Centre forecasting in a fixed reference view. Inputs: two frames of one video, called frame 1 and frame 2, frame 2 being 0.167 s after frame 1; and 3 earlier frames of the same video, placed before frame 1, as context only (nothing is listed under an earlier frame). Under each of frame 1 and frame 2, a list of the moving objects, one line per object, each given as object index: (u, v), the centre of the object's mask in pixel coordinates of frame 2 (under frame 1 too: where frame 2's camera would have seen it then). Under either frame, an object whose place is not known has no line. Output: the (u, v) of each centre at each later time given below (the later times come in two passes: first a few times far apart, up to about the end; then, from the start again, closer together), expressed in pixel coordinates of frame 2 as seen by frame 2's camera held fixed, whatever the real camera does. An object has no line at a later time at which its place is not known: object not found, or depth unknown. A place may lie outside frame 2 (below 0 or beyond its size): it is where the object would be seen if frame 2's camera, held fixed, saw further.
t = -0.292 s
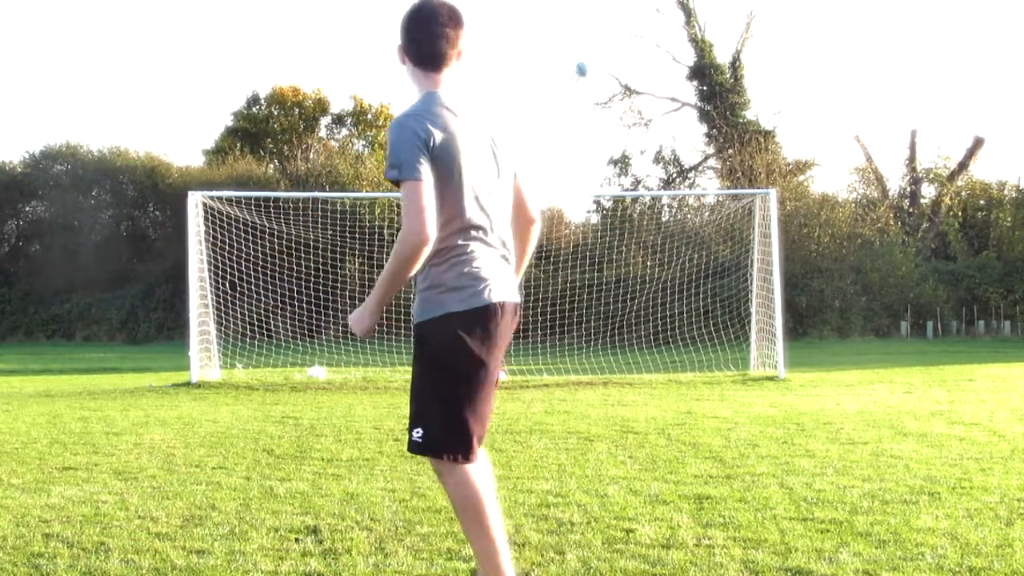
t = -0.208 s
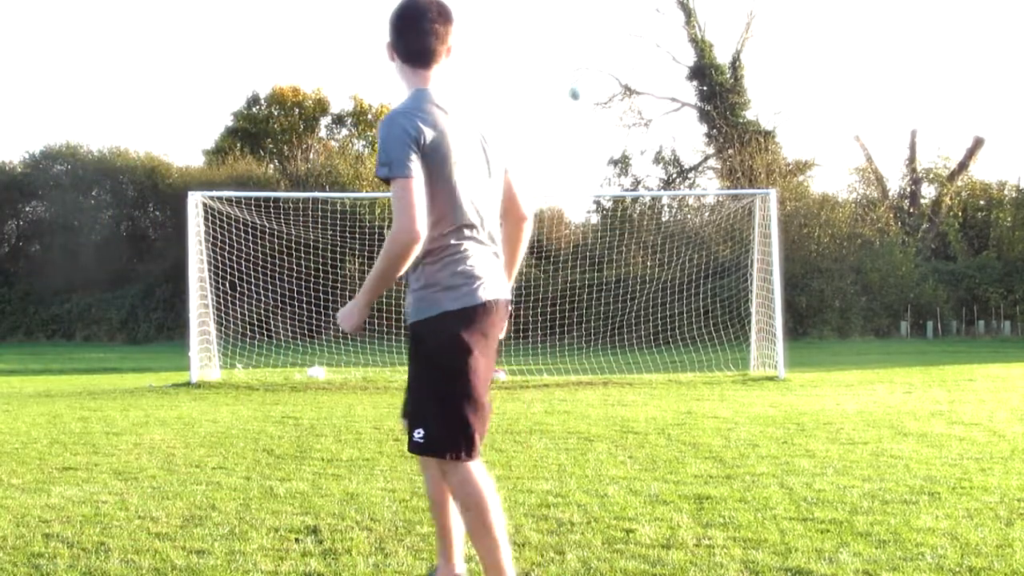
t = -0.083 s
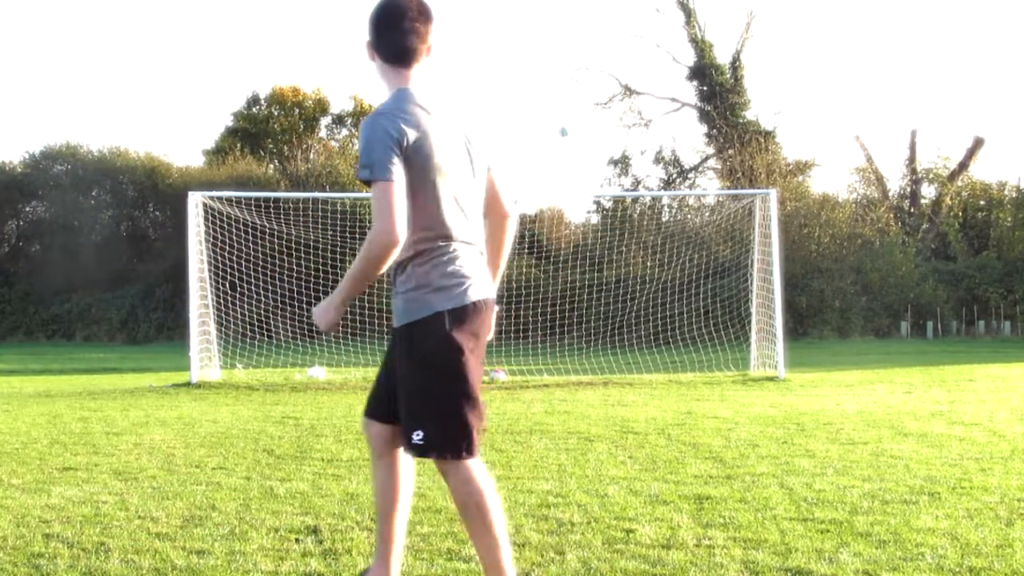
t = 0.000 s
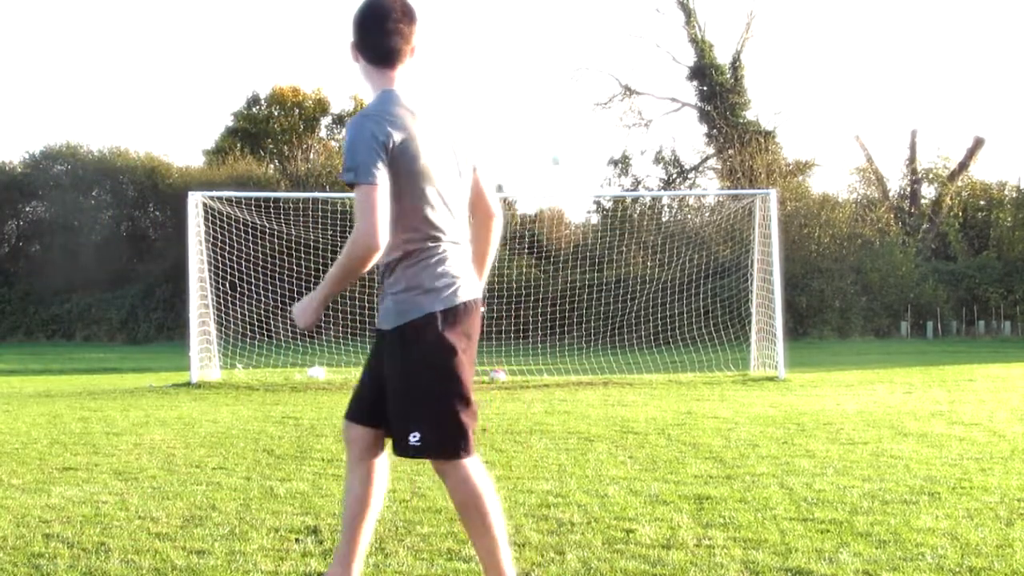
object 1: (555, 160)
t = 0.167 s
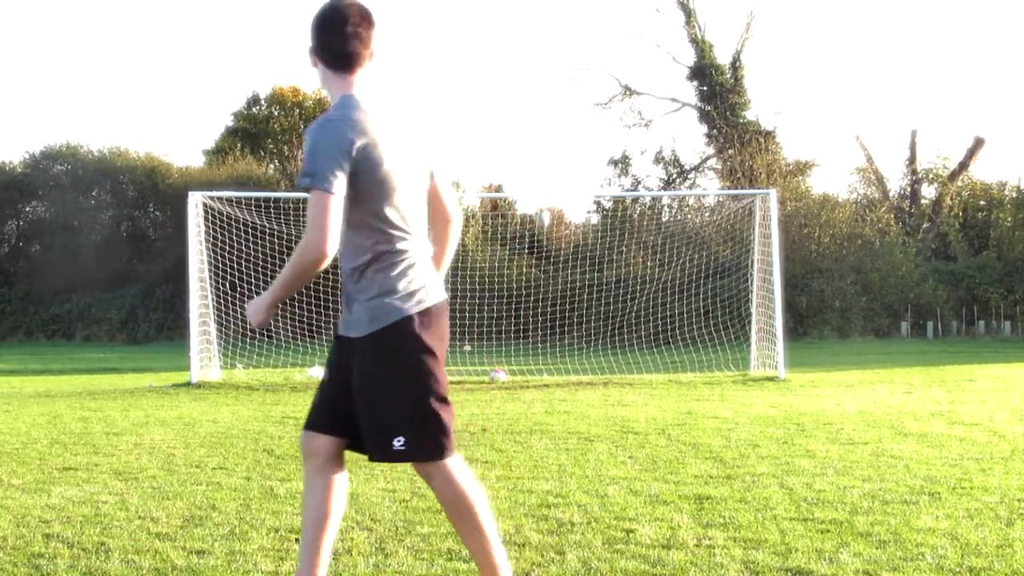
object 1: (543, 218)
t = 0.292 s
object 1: (532, 267)
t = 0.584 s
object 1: (506, 352)
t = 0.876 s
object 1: (490, 299)
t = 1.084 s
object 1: (479, 294)
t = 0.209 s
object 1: (538, 235)
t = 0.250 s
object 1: (534, 251)
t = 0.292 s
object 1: (532, 267)
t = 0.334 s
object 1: (527, 286)
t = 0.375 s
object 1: (523, 303)
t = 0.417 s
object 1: (519, 320)
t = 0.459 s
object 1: (516, 337)
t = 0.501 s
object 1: (512, 354)
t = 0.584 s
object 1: (506, 352)
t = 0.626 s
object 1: (503, 341)
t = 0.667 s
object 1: (501, 331)
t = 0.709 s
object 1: (499, 323)
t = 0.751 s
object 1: (497, 314)
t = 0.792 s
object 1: (494, 308)
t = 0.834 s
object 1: (492, 303)
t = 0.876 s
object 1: (490, 299)
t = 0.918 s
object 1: (487, 296)
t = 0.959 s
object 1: (484, 294)
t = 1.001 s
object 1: (482, 293)
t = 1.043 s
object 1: (481, 293)
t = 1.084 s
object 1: (479, 294)
